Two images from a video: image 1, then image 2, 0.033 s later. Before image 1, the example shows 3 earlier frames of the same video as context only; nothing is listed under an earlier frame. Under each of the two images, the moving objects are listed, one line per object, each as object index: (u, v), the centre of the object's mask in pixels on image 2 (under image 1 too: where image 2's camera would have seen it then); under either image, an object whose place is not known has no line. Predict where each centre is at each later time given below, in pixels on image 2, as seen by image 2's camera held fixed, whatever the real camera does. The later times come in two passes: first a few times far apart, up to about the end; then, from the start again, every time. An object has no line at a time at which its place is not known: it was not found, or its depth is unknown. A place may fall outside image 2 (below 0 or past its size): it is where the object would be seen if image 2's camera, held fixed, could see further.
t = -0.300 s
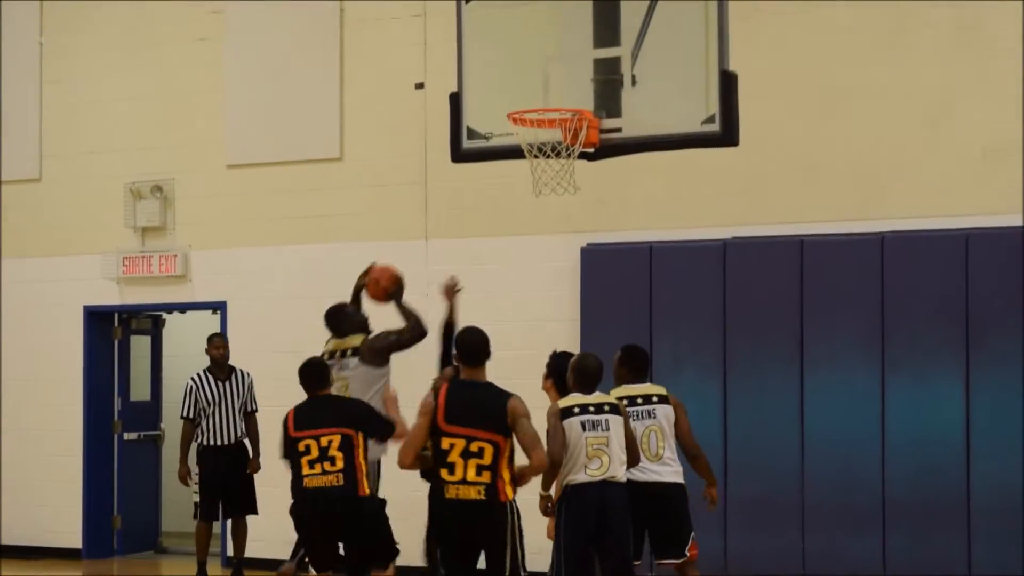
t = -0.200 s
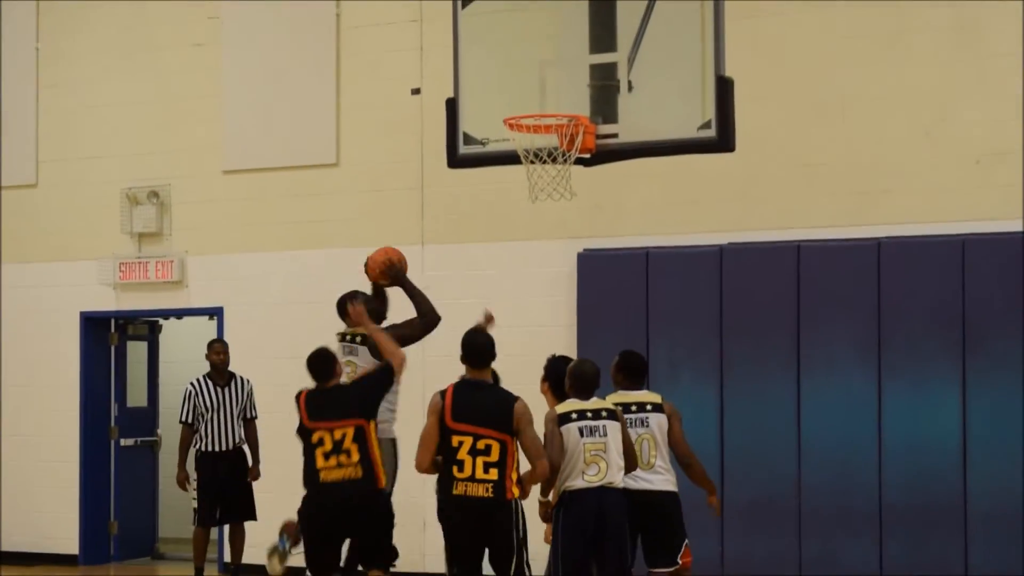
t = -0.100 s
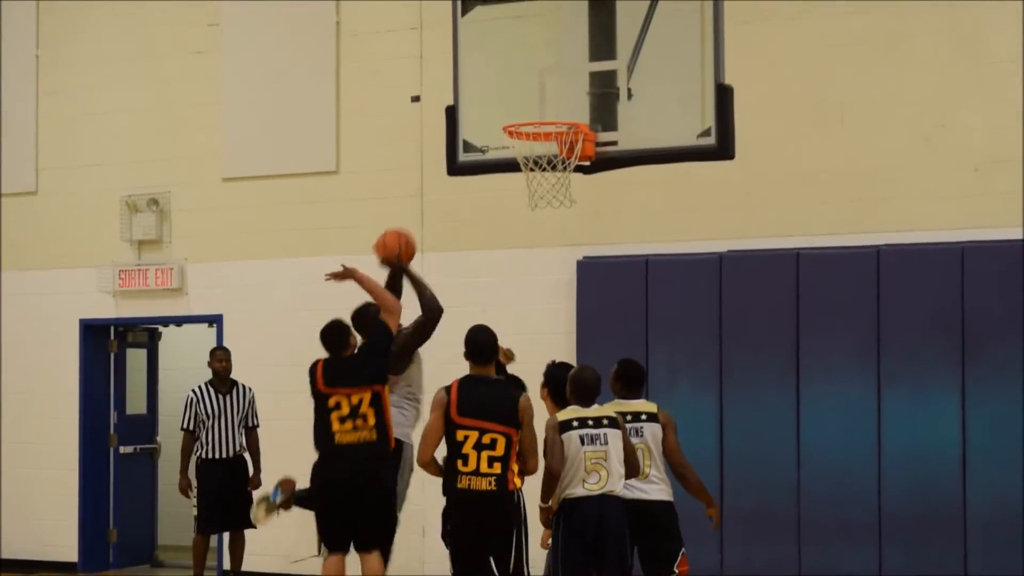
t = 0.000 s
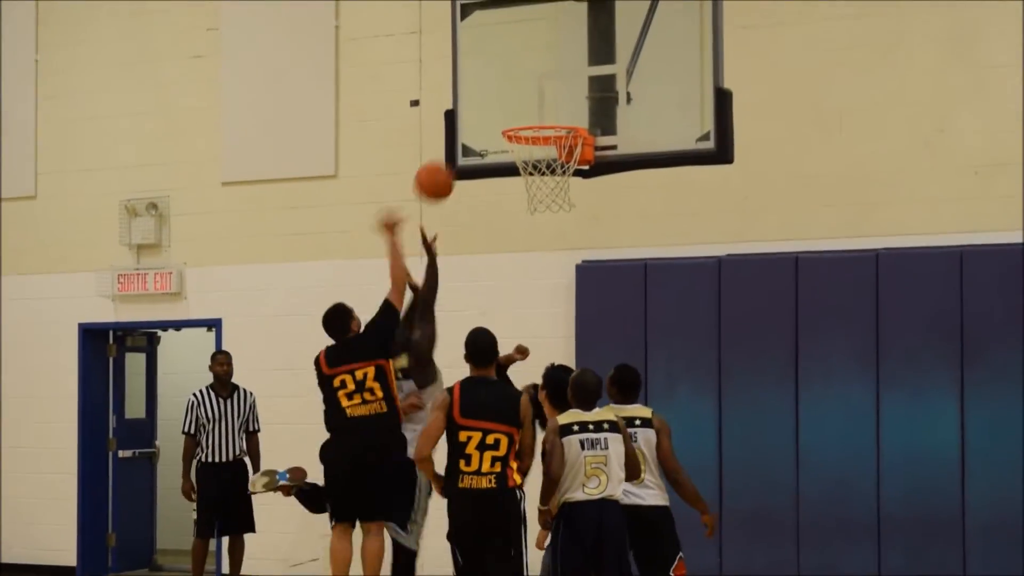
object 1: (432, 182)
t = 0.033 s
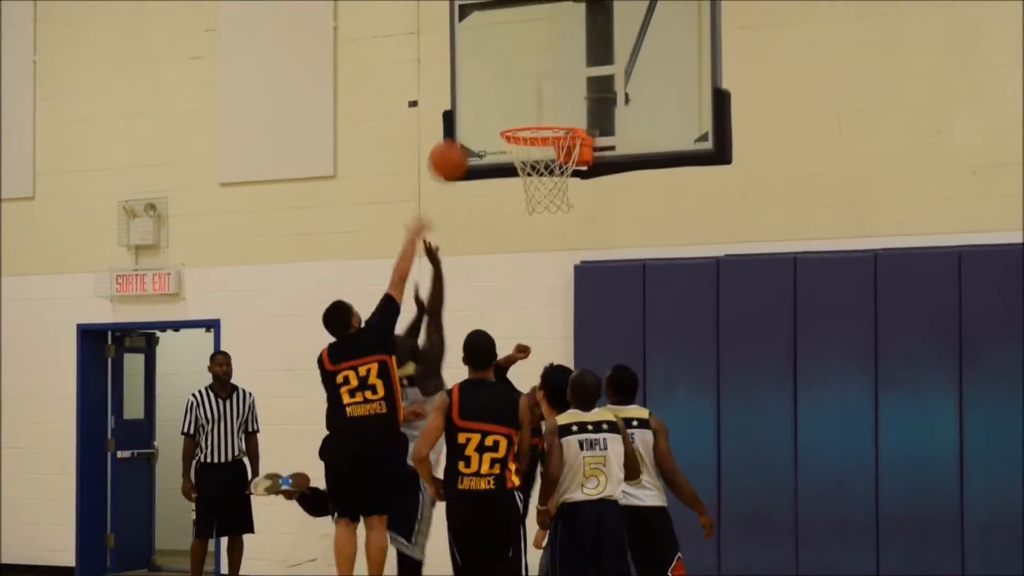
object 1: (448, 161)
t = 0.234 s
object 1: (507, 86)
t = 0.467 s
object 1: (521, 108)
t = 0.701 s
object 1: (550, 123)
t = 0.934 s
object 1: (567, 206)
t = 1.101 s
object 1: (564, 285)
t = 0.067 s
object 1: (464, 141)
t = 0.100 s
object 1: (480, 122)
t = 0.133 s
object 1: (497, 106)
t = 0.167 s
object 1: (503, 96)
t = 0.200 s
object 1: (505, 90)
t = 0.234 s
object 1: (507, 86)
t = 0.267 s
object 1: (509, 83)
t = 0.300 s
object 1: (511, 83)
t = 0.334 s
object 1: (513, 84)
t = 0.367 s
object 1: (515, 87)
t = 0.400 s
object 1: (517, 93)
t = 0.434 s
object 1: (519, 100)
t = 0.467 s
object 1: (521, 108)
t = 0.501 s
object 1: (524, 108)
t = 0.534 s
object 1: (529, 107)
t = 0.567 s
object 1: (533, 107)
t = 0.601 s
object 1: (538, 109)
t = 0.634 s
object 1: (542, 113)
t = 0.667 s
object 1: (547, 114)
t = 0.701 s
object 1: (550, 123)
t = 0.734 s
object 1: (556, 138)
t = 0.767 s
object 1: (560, 150)
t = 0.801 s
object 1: (564, 160)
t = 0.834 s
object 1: (567, 172)
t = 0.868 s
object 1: (568, 179)
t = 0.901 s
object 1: (568, 192)
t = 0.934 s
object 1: (567, 206)
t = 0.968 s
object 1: (567, 216)
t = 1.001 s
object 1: (566, 230)
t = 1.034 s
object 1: (565, 246)
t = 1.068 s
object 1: (565, 264)
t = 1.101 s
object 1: (564, 285)
